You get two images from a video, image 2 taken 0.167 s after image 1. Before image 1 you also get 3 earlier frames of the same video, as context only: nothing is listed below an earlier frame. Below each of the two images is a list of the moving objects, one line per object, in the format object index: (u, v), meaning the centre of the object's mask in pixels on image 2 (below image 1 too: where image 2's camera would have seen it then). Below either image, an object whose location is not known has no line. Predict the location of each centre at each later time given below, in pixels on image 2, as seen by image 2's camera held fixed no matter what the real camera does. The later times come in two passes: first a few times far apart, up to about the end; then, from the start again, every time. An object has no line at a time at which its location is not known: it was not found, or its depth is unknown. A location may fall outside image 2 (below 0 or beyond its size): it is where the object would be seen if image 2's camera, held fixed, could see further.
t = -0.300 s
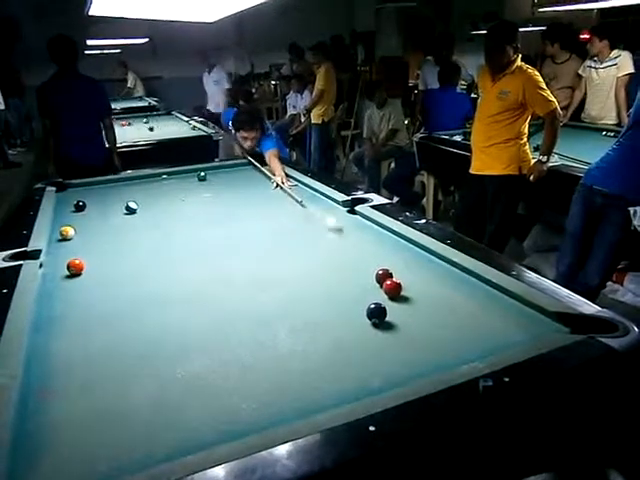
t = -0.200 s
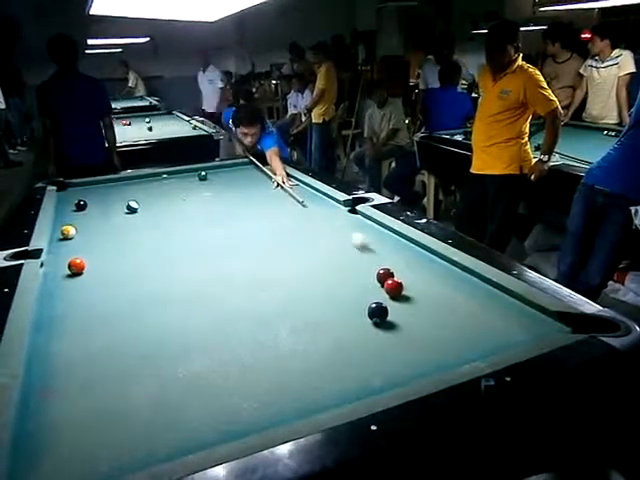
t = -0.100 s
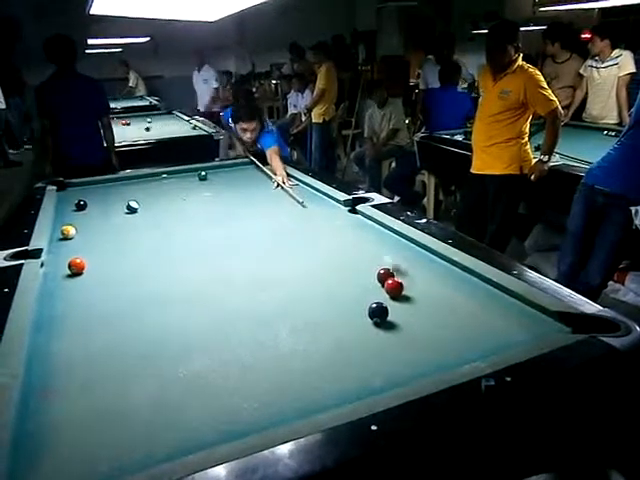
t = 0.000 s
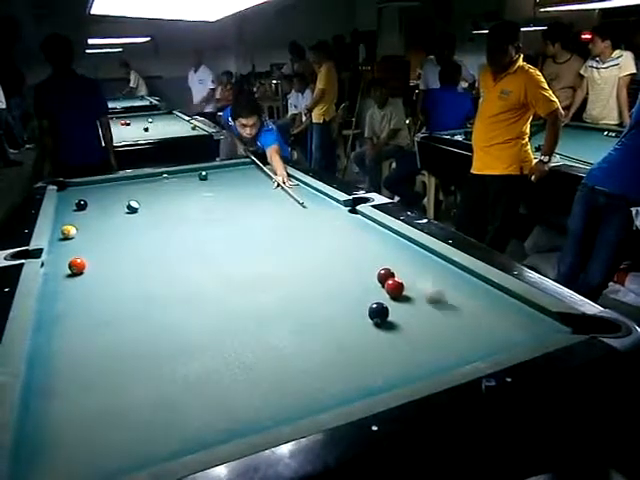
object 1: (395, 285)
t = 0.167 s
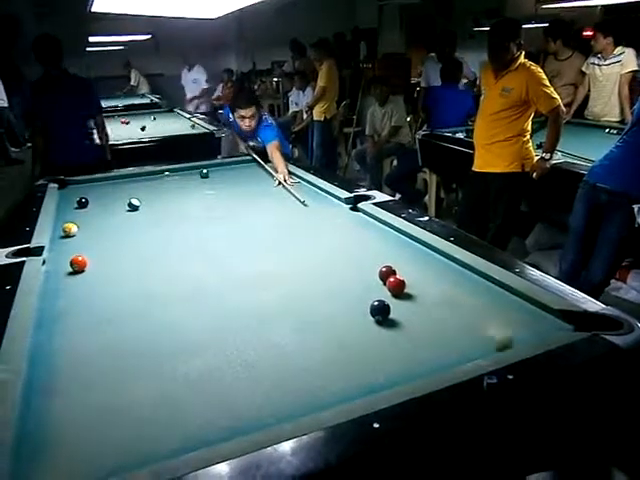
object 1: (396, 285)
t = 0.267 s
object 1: (395, 285)
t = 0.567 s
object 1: (359, 279)
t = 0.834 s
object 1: (310, 270)
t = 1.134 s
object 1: (264, 263)
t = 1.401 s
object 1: (227, 255)
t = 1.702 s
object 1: (191, 249)
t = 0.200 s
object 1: (395, 285)
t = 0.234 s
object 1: (395, 285)
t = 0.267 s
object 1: (395, 285)
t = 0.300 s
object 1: (395, 285)
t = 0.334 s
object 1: (396, 285)
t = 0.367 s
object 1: (395, 285)
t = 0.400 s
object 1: (395, 285)
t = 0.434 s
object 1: (391, 283)
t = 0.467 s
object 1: (383, 282)
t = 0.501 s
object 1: (373, 281)
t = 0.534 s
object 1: (366, 280)
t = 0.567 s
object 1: (359, 279)
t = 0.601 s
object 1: (352, 278)
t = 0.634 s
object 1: (346, 277)
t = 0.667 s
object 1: (340, 276)
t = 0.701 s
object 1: (334, 275)
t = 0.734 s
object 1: (327, 274)
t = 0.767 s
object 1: (322, 273)
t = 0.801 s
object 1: (316, 271)
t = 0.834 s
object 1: (310, 270)
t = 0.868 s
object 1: (305, 270)
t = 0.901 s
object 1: (299, 268)
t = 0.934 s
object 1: (294, 267)
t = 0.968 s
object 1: (288, 267)
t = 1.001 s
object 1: (283, 265)
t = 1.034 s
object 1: (278, 266)
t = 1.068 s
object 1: (273, 265)
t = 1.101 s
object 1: (268, 264)
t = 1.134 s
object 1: (264, 263)
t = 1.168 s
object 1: (258, 263)
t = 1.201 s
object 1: (254, 262)
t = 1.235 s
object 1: (249, 259)
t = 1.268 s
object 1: (244, 258)
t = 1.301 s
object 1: (240, 258)
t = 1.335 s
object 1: (236, 257)
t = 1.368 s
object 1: (231, 256)
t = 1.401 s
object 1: (227, 255)
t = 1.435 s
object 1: (222, 254)
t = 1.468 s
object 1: (218, 254)
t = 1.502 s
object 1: (214, 253)
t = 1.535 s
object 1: (210, 252)
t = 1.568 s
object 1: (206, 252)
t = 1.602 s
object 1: (202, 251)
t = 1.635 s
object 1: (198, 251)
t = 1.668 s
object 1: (195, 249)
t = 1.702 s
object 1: (191, 249)
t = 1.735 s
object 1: (188, 248)
